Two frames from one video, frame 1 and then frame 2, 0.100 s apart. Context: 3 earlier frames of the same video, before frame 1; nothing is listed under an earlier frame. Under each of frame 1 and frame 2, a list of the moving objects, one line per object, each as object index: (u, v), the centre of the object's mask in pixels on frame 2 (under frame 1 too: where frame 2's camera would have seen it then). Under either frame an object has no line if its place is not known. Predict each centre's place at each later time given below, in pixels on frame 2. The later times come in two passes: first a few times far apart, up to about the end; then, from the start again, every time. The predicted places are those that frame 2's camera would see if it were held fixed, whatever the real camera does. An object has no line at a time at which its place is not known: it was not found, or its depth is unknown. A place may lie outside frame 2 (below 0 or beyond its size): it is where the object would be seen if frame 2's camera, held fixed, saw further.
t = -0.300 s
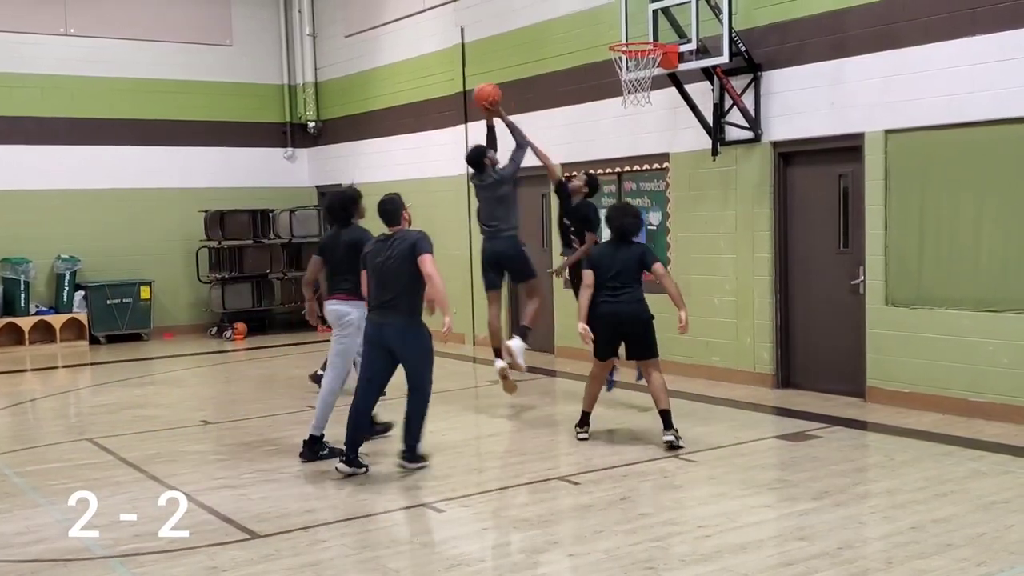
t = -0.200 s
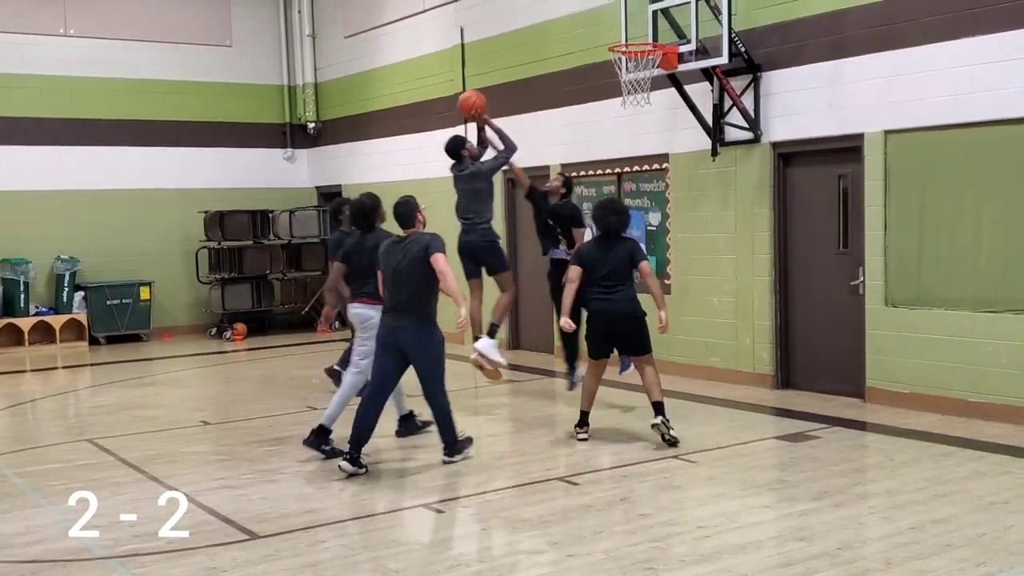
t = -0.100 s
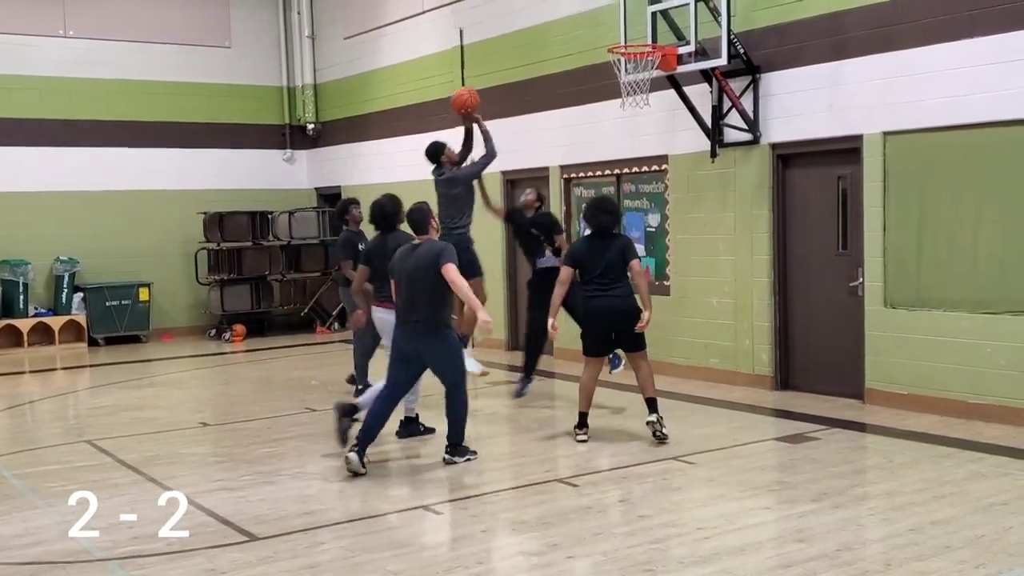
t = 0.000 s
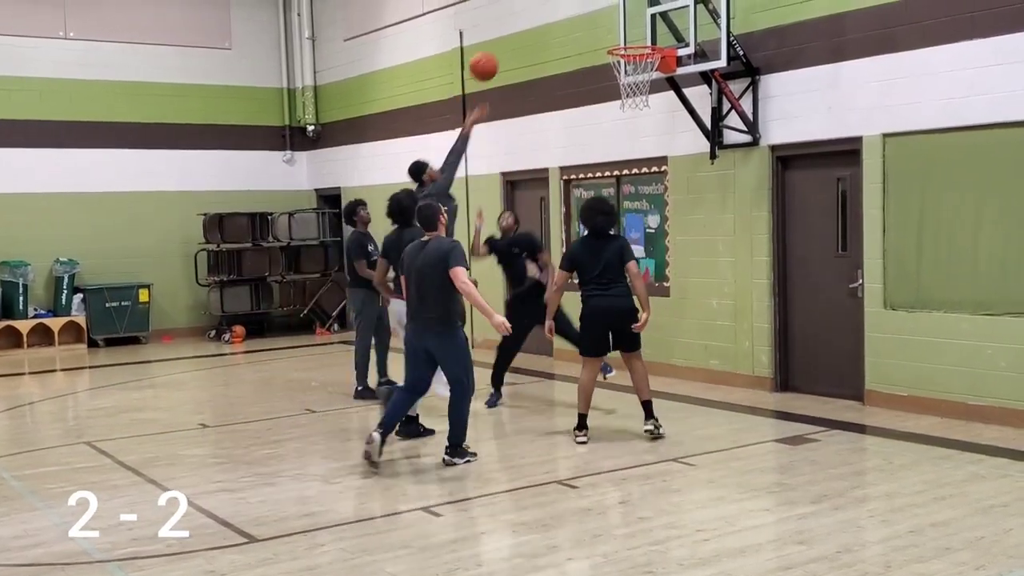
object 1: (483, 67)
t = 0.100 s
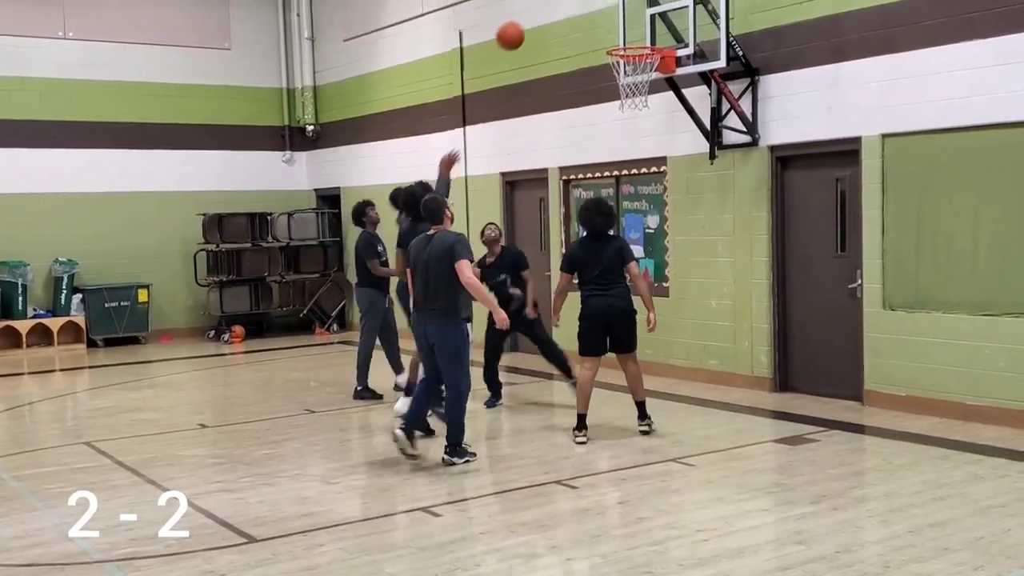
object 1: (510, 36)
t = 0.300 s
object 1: (565, 10)
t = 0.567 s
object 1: (637, 40)
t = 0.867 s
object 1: (610, 83)
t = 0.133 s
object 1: (519, 28)
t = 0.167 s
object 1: (529, 21)
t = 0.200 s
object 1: (537, 16)
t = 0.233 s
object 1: (547, 12)
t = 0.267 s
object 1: (556, 11)
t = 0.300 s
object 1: (565, 10)
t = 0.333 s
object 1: (574, 10)
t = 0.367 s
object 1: (583, 10)
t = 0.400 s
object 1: (592, 13)
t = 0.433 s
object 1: (601, 17)
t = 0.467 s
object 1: (609, 22)
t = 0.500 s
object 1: (618, 29)
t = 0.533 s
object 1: (627, 35)
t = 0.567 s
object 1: (637, 40)
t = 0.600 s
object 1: (641, 41)
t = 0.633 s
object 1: (643, 42)
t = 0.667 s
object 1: (642, 53)
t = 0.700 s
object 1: (638, 57)
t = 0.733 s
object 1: (633, 61)
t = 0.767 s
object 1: (624, 67)
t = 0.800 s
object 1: (619, 73)
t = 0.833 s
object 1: (611, 83)
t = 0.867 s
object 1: (610, 83)
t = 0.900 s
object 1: (610, 87)
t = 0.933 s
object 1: (611, 99)
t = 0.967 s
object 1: (610, 102)
